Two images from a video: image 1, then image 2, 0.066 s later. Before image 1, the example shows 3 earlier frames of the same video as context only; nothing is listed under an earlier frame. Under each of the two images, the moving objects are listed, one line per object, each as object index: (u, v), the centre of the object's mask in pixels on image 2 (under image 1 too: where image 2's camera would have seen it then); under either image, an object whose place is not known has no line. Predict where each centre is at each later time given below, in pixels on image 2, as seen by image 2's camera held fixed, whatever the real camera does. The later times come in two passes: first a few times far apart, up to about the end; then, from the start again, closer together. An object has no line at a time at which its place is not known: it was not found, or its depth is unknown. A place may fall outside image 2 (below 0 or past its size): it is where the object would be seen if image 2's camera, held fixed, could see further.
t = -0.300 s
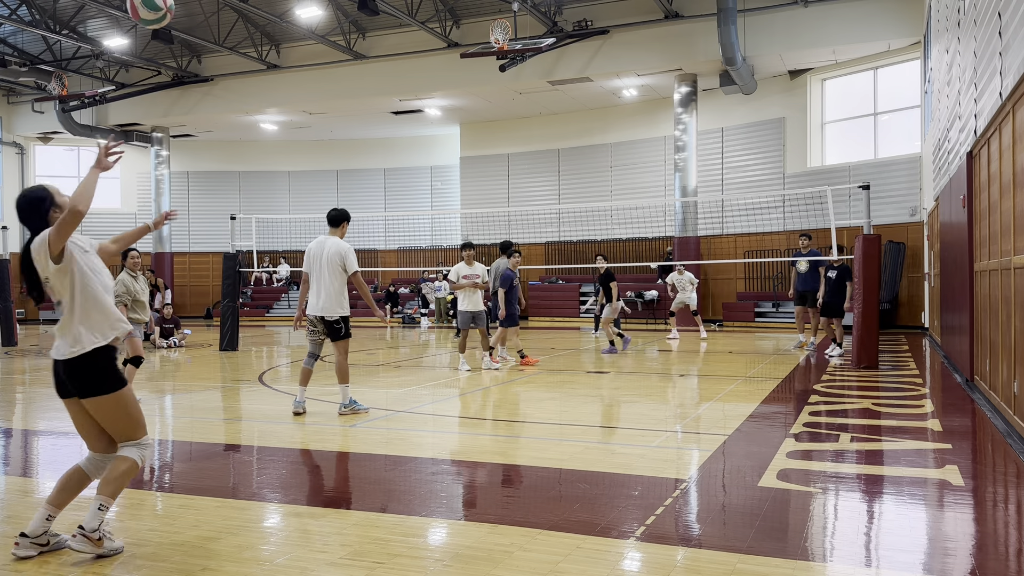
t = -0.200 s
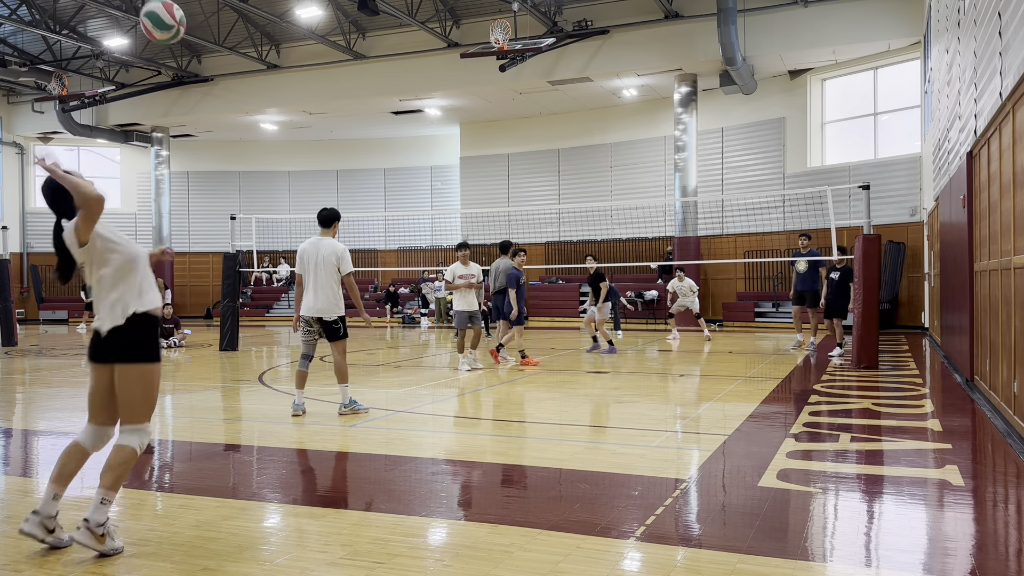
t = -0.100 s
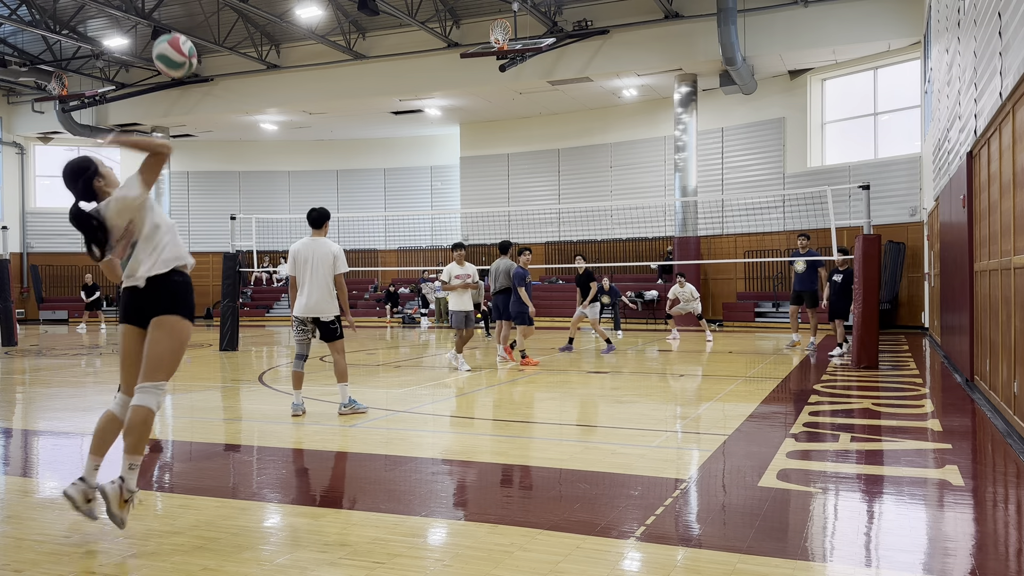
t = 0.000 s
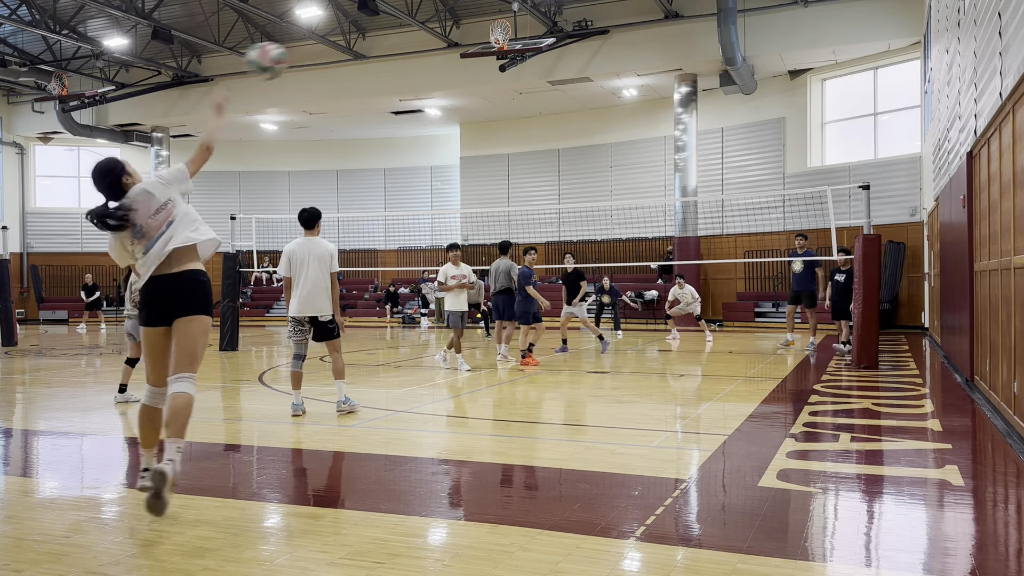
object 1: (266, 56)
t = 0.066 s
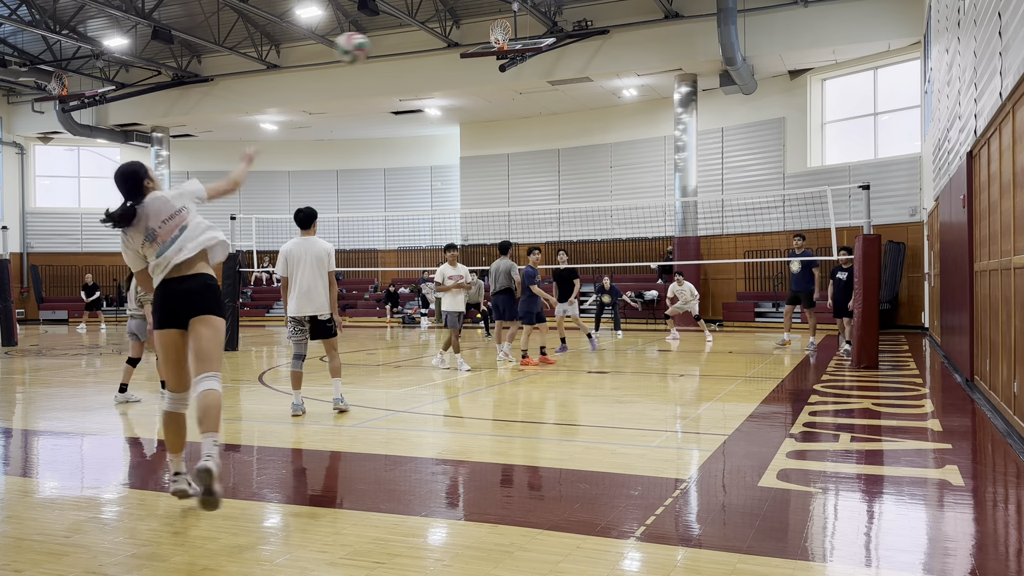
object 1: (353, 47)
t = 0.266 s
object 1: (507, 50)
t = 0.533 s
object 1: (608, 92)
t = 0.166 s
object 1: (442, 43)
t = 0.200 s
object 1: (466, 44)
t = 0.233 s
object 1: (487, 47)
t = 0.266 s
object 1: (507, 50)
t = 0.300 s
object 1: (524, 54)
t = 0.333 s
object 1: (539, 57)
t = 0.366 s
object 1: (553, 62)
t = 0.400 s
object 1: (566, 67)
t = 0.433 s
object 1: (579, 72)
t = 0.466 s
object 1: (589, 78)
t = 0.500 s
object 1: (599, 85)
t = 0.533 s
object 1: (608, 92)
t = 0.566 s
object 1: (617, 99)
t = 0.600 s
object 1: (627, 105)
